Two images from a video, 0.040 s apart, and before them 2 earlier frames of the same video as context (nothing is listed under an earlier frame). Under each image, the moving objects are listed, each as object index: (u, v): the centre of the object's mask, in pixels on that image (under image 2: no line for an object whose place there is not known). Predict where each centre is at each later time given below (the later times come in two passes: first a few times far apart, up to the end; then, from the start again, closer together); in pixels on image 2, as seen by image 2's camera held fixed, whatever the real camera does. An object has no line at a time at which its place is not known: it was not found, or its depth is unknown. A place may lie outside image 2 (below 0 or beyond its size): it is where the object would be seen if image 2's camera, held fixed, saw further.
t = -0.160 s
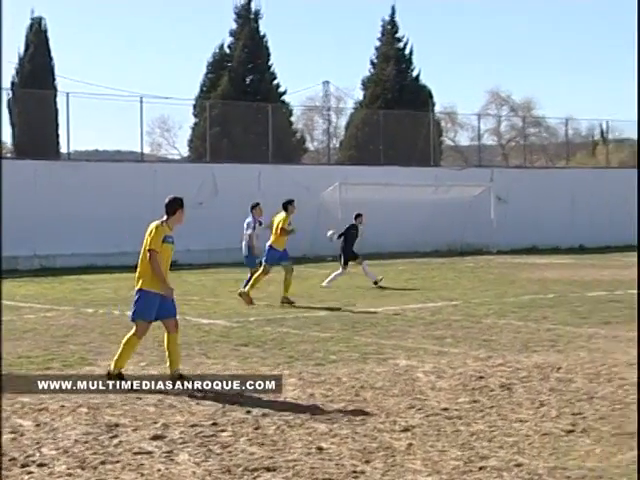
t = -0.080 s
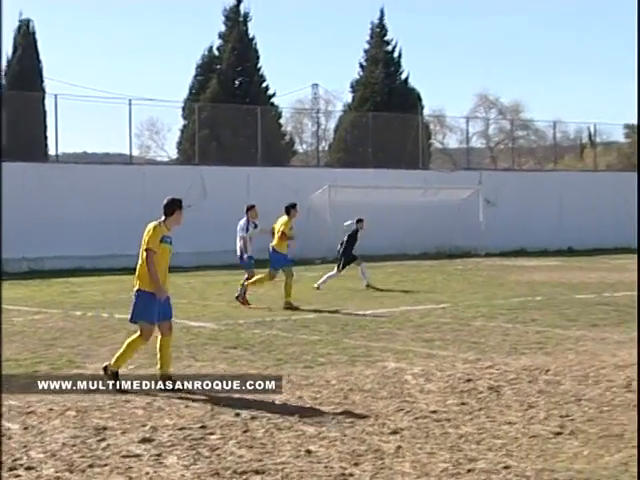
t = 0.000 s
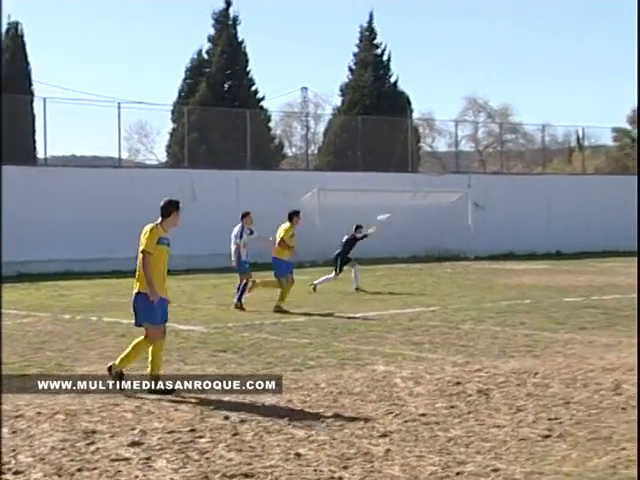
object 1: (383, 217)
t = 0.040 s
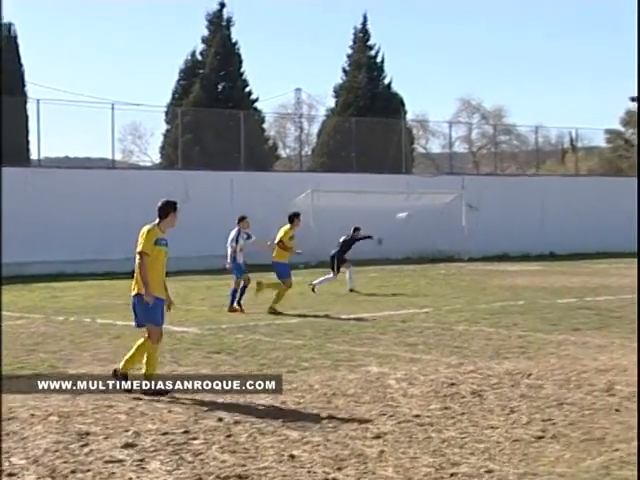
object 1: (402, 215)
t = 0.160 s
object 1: (474, 209)
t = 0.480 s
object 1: (643, 213)
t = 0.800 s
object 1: (793, 246)
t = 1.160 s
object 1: (921, 255)
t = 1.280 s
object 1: (954, 253)
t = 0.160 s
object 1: (474, 209)
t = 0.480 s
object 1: (643, 213)
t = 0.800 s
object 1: (793, 246)
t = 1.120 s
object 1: (910, 259)
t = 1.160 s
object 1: (921, 255)
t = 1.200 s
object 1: (933, 253)
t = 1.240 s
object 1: (943, 253)
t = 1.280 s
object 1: (954, 253)
